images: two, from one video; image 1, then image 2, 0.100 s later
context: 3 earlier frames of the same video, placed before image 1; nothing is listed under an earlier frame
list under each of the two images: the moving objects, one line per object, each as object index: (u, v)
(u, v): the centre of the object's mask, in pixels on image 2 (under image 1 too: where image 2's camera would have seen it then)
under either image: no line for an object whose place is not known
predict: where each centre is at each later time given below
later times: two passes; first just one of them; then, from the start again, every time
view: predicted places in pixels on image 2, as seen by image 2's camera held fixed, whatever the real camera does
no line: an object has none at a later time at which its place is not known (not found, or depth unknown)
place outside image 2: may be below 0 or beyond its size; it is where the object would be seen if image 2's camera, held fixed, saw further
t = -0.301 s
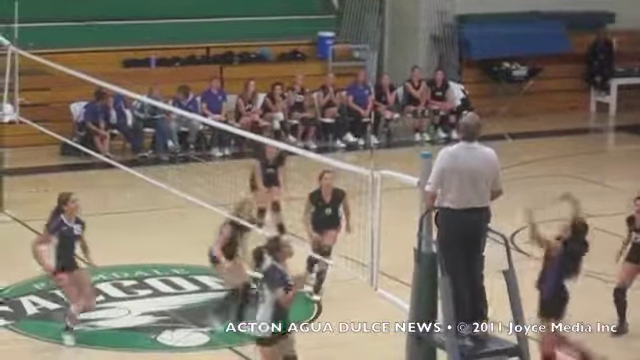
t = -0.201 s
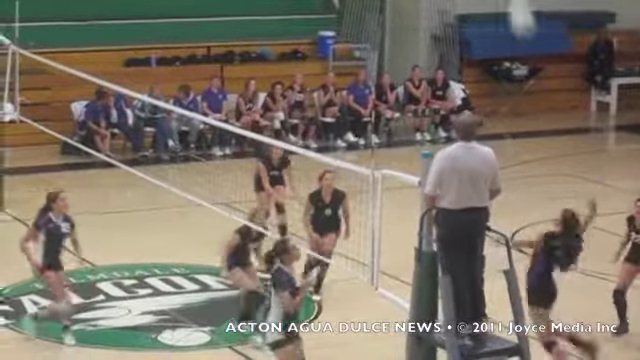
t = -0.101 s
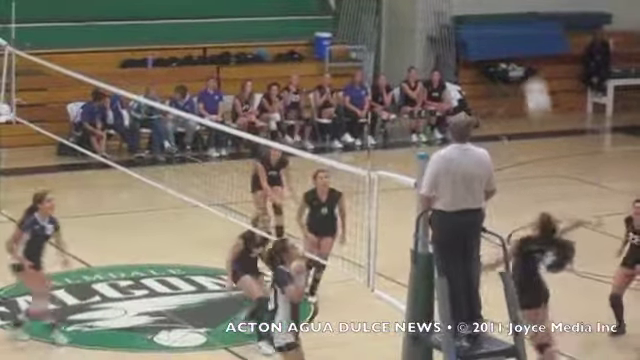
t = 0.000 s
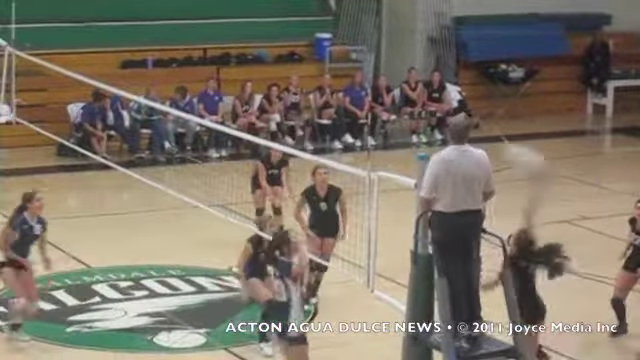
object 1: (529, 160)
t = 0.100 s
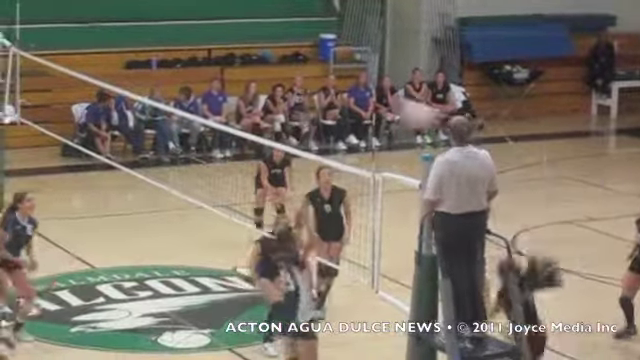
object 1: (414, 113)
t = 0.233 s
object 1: (281, 72)
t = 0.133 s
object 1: (382, 101)
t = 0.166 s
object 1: (346, 89)
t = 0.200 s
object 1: (312, 80)
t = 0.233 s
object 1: (281, 72)
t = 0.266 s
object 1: (246, 66)
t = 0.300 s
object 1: (217, 59)
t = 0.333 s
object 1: (187, 56)
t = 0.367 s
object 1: (158, 53)
